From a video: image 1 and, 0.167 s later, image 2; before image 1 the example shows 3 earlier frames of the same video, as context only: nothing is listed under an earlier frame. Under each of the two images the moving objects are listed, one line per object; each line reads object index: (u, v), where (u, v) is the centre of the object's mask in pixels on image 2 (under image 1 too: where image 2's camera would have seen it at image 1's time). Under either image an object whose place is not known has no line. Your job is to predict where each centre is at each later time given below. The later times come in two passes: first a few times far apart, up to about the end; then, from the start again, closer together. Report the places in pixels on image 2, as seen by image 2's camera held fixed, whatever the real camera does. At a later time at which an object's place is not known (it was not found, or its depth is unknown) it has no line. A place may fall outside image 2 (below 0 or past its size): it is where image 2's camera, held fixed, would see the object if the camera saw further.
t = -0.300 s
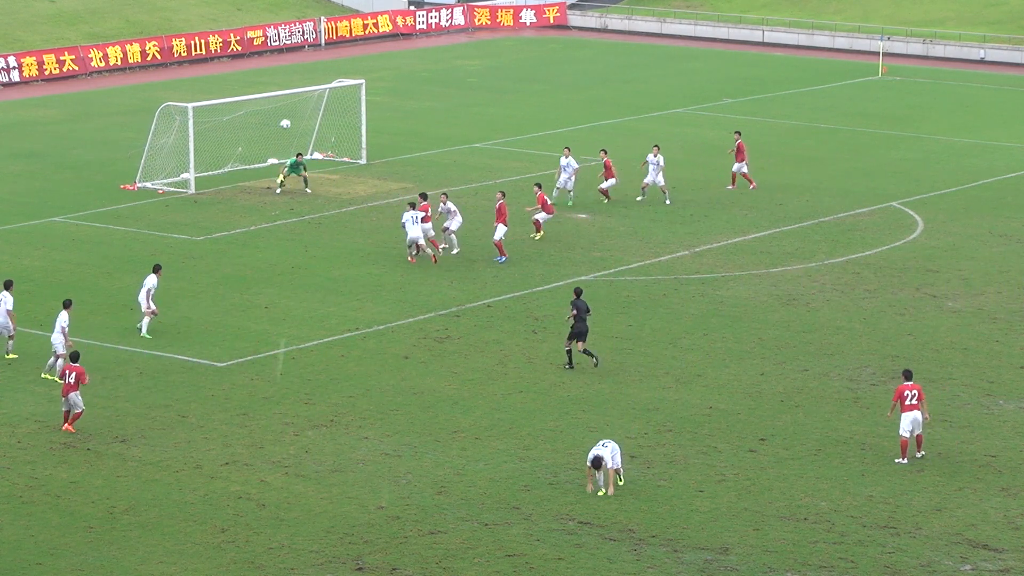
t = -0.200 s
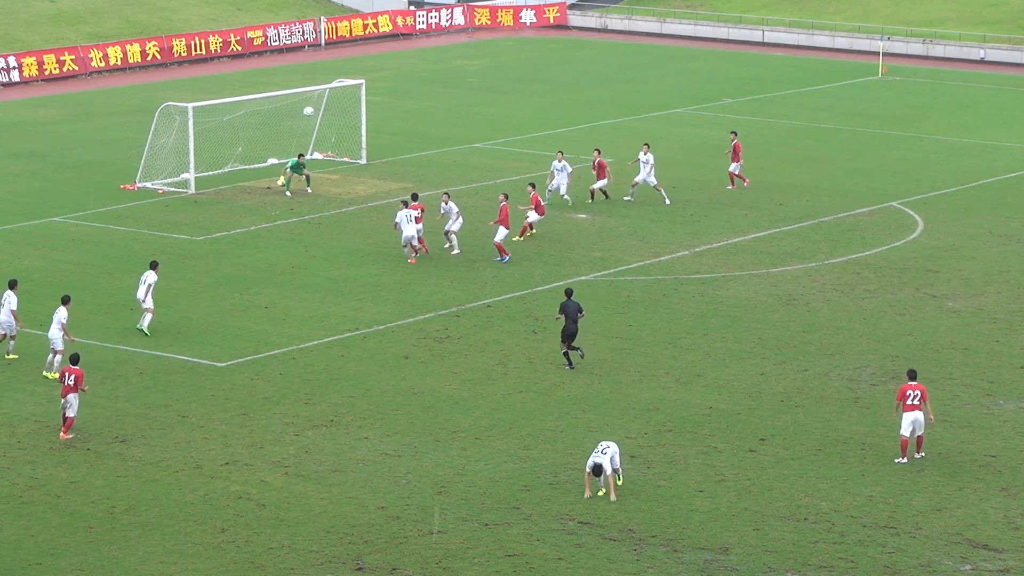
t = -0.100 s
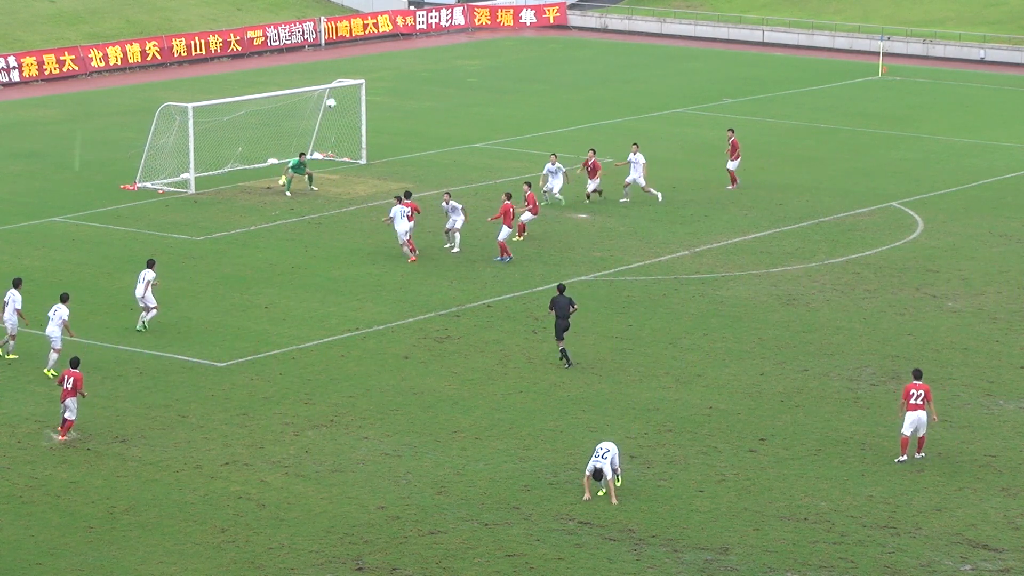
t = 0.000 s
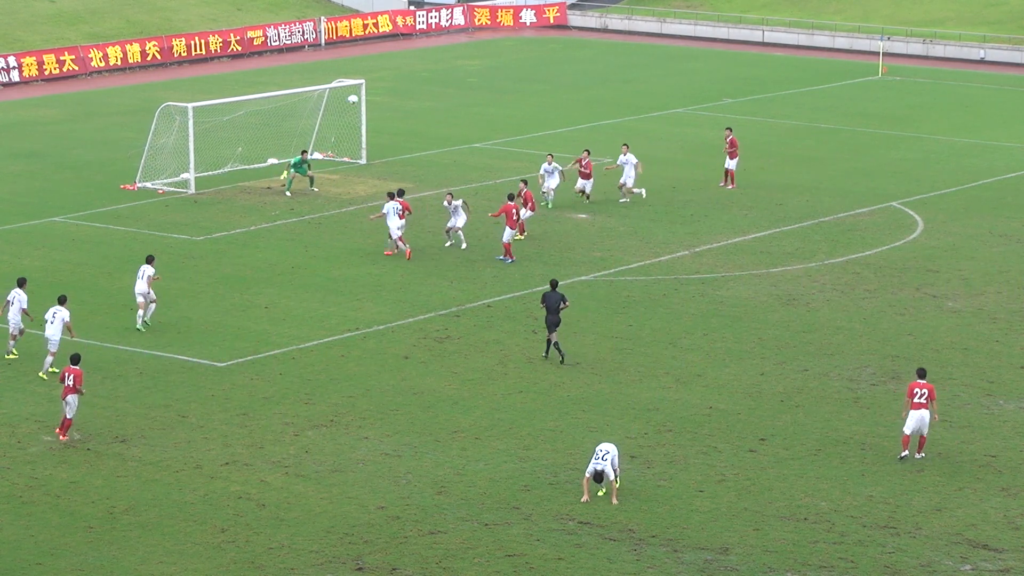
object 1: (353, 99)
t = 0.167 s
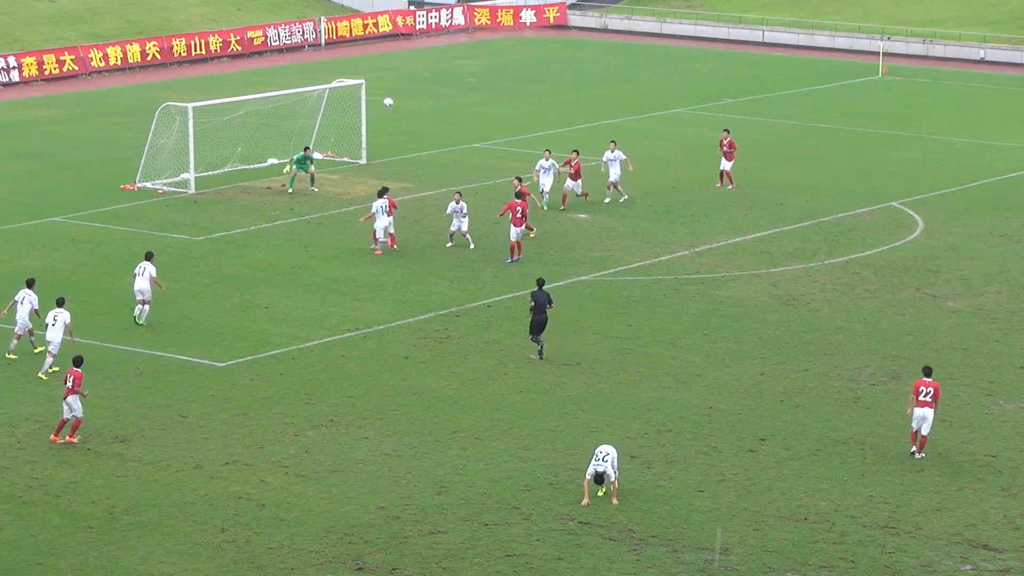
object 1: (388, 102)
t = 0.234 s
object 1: (402, 106)
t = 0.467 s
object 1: (449, 132)
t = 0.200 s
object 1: (395, 103)
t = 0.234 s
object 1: (402, 106)
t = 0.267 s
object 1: (409, 108)
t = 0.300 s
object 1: (416, 111)
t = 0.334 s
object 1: (423, 115)
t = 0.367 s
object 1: (429, 119)
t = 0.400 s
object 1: (436, 123)
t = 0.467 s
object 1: (449, 132)
